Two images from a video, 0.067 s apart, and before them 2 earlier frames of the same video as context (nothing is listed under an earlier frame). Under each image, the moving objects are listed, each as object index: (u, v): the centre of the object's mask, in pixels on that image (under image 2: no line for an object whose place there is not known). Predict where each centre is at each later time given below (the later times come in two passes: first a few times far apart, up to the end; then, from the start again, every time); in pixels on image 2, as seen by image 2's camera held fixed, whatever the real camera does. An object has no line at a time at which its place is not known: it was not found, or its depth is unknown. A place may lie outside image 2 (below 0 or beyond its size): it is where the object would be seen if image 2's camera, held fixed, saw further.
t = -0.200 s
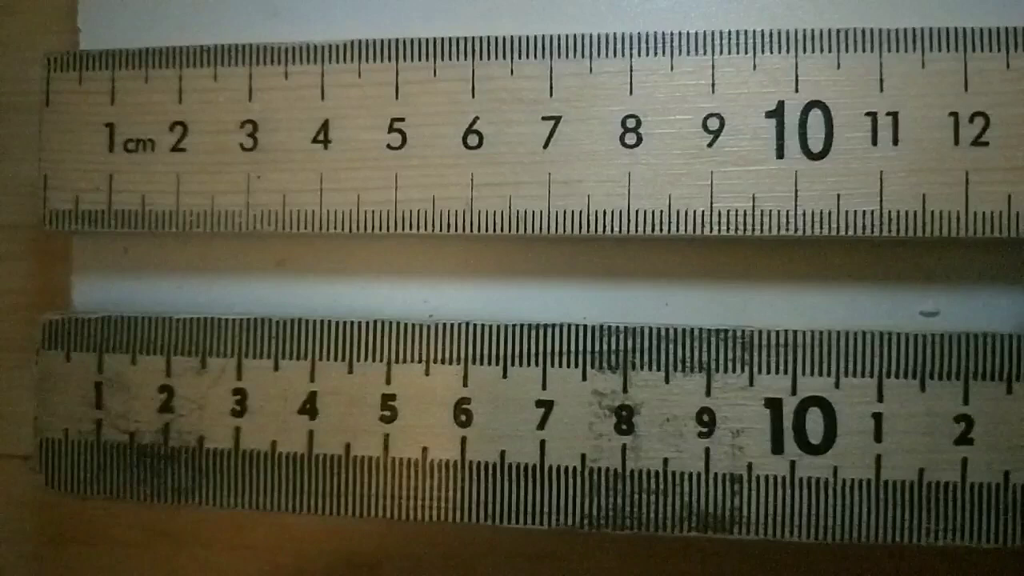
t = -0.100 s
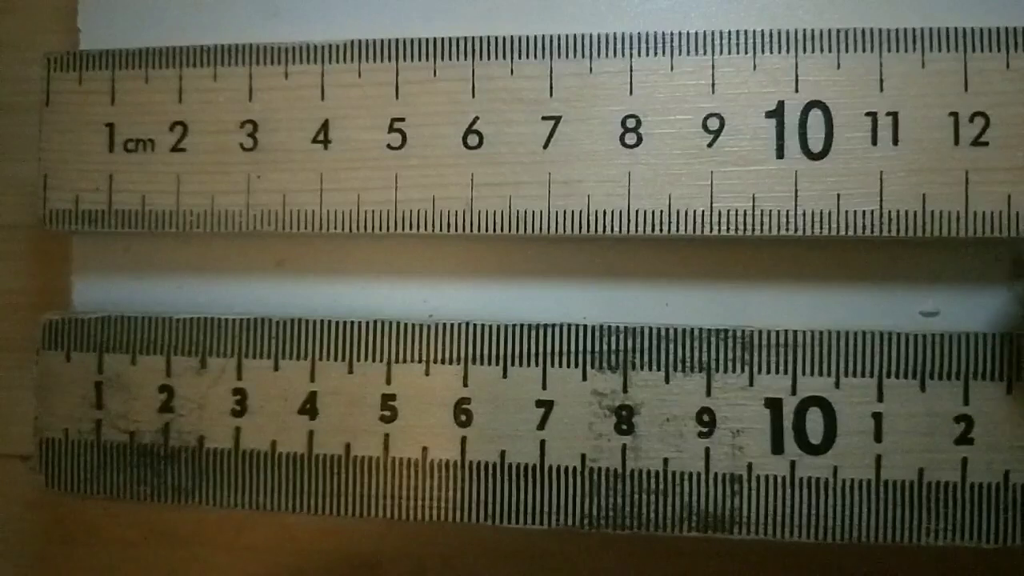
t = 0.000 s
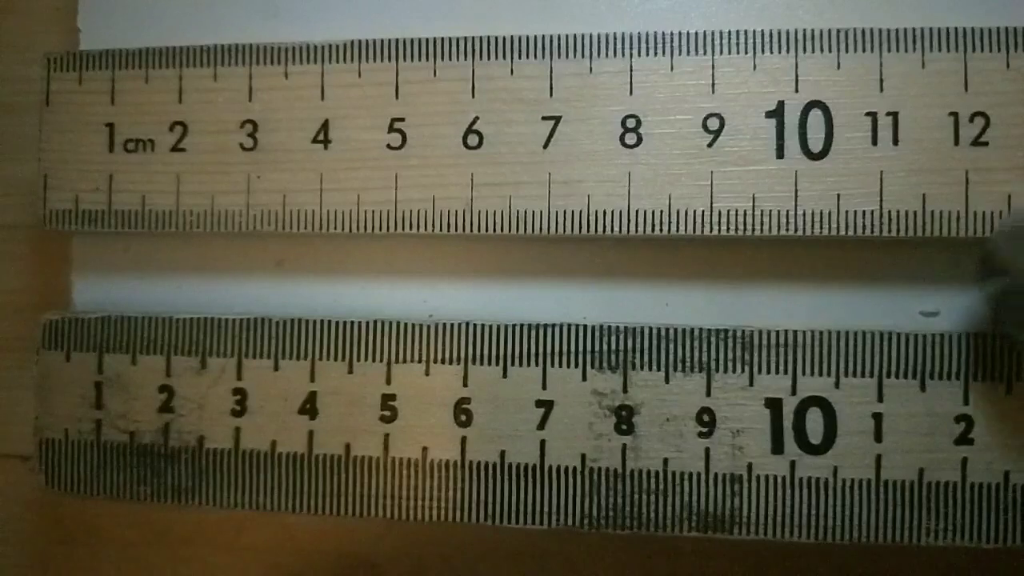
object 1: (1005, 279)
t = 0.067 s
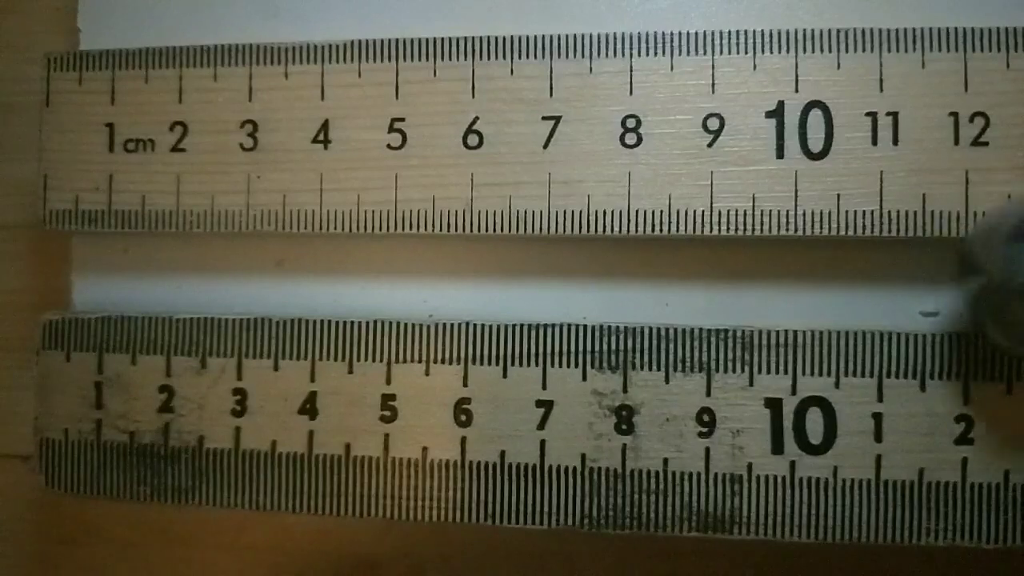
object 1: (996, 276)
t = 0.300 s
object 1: (958, 275)
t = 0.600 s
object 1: (860, 273)
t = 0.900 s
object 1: (743, 272)
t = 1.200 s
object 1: (622, 271)
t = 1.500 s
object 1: (498, 269)
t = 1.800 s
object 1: (374, 267)
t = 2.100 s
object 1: (246, 266)
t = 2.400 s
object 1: (121, 265)
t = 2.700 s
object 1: (33, 268)
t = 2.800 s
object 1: (21, 267)
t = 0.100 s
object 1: (992, 277)
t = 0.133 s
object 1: (986, 277)
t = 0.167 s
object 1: (981, 277)
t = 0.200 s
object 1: (976, 277)
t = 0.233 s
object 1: (971, 276)
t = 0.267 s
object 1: (964, 276)
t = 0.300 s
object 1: (958, 275)
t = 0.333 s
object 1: (951, 275)
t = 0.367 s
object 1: (943, 276)
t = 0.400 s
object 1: (935, 275)
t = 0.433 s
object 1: (922, 275)
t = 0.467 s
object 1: (910, 275)
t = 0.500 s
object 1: (897, 274)
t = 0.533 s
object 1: (884, 274)
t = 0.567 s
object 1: (872, 273)
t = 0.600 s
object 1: (860, 273)
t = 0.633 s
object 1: (847, 273)
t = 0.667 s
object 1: (835, 273)
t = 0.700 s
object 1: (822, 273)
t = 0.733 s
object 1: (808, 273)
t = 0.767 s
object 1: (796, 273)
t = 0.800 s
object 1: (782, 273)
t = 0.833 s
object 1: (769, 272)
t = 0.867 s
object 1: (756, 272)
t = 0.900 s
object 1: (743, 272)
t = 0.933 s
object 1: (730, 272)
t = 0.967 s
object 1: (716, 272)
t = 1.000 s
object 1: (703, 271)
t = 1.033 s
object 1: (689, 271)
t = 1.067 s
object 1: (676, 271)
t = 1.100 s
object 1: (662, 271)
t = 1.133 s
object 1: (649, 271)
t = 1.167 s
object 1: (635, 271)
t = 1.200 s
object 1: (622, 271)
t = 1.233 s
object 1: (608, 271)
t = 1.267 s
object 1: (594, 270)
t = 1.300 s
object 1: (581, 270)
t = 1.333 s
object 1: (567, 270)
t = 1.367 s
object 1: (554, 269)
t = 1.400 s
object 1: (539, 269)
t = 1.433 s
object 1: (525, 270)
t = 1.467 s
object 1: (512, 269)
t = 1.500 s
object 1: (498, 269)
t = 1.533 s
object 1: (485, 269)
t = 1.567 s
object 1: (471, 268)
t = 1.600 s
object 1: (457, 268)
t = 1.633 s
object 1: (443, 267)
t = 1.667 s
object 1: (430, 268)
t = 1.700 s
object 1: (416, 268)
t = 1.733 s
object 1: (402, 268)
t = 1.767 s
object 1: (387, 268)
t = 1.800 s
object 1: (374, 267)
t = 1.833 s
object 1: (360, 267)
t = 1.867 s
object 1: (345, 267)
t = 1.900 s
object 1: (331, 267)
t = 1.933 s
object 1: (317, 266)
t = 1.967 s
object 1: (303, 266)
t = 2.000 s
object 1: (289, 265)
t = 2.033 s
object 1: (274, 266)
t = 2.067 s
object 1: (261, 266)
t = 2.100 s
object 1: (246, 266)
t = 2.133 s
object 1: (233, 265)
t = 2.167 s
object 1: (218, 265)
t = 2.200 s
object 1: (205, 265)
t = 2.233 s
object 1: (190, 264)
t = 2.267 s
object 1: (175, 265)
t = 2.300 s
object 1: (162, 265)
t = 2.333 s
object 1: (149, 265)
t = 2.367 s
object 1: (135, 265)
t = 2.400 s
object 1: (121, 265)
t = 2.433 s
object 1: (106, 264)
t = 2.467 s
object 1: (94, 265)
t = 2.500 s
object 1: (79, 264)
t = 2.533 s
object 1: (67, 265)
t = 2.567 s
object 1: (60, 265)
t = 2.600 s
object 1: (52, 264)
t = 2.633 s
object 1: (46, 265)
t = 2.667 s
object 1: (40, 267)
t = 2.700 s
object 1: (33, 268)
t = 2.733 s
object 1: (29, 269)
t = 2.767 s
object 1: (25, 268)
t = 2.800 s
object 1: (21, 267)
